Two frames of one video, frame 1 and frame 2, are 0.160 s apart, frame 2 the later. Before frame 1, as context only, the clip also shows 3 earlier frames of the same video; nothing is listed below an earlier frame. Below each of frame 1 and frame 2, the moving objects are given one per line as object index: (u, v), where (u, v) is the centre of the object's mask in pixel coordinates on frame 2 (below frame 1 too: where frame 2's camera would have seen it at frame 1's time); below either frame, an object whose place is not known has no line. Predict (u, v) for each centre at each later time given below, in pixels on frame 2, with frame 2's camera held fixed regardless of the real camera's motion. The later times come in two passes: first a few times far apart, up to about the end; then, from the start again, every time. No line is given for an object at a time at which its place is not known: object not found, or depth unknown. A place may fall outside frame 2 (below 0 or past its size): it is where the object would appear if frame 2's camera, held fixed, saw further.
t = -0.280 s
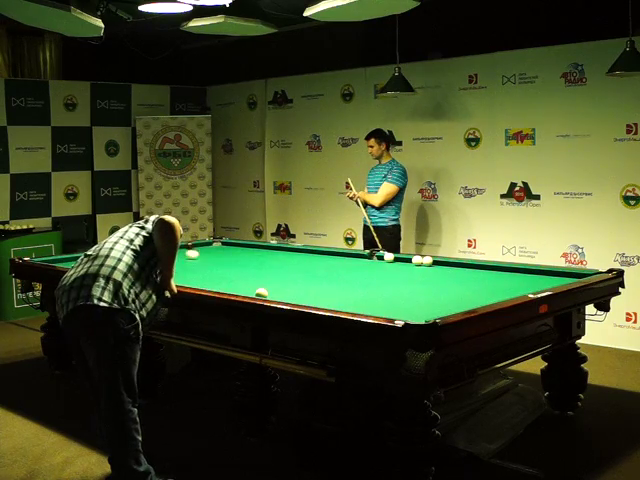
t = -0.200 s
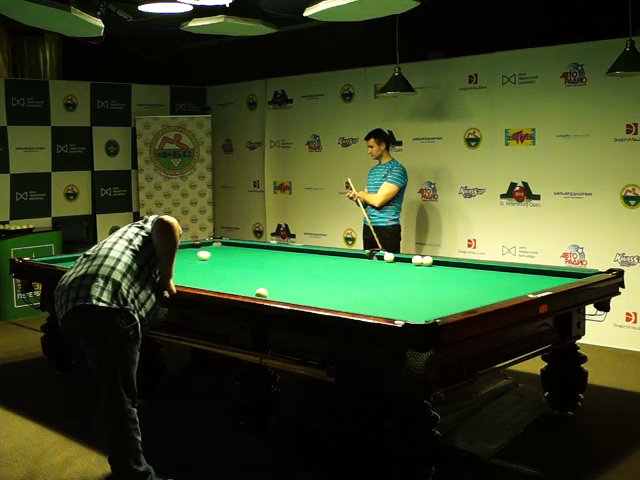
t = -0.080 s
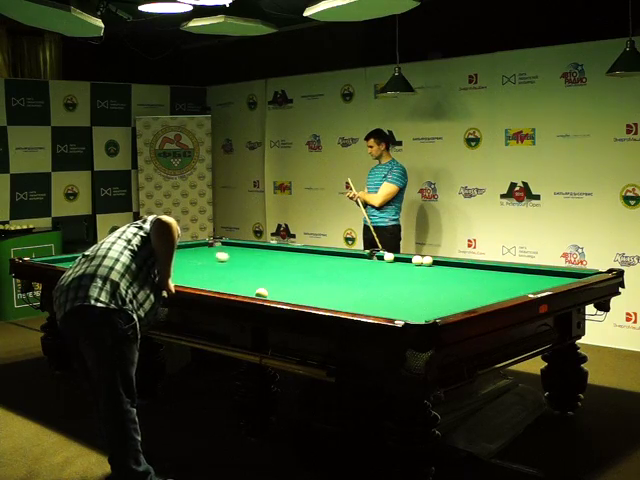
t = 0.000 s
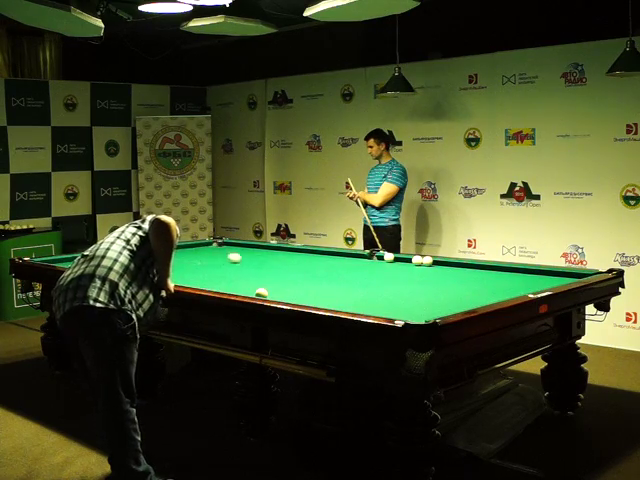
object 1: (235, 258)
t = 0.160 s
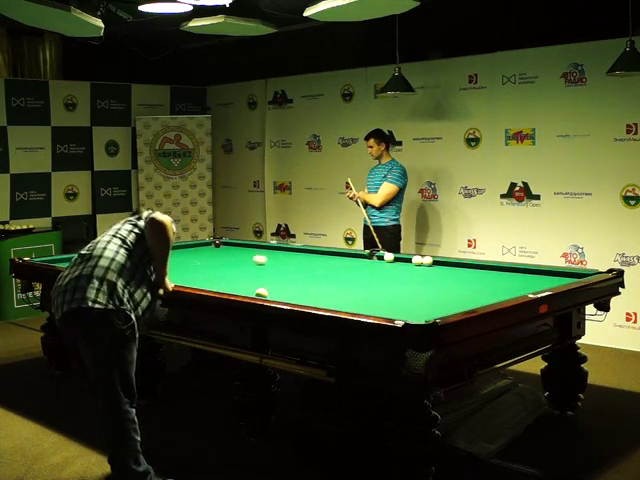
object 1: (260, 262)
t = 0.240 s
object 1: (273, 261)
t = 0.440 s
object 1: (307, 263)
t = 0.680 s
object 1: (351, 267)
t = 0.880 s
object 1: (389, 269)
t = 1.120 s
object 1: (438, 273)
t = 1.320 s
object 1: (482, 277)
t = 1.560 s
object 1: (537, 281)
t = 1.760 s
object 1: (542, 281)
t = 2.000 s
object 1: (512, 277)
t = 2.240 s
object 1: (485, 275)
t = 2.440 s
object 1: (465, 272)
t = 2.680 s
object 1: (442, 270)
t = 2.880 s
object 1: (423, 267)
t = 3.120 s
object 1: (402, 265)
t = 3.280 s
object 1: (390, 264)
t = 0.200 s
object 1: (266, 260)
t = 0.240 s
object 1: (273, 261)
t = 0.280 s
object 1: (280, 261)
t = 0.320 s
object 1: (287, 262)
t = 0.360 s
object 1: (293, 262)
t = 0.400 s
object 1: (300, 262)
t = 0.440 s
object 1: (307, 263)
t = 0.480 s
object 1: (314, 263)
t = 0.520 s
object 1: (321, 264)
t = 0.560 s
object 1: (328, 265)
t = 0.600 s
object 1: (336, 265)
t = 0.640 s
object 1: (343, 266)
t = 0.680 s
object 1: (351, 267)
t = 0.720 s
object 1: (359, 267)
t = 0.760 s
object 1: (366, 268)
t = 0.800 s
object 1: (373, 268)
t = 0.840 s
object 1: (381, 269)
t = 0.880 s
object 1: (389, 269)
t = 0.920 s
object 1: (397, 270)
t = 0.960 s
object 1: (405, 271)
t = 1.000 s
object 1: (413, 271)
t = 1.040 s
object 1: (422, 272)
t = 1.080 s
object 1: (430, 273)
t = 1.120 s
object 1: (438, 273)
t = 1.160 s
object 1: (447, 274)
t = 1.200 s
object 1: (455, 275)
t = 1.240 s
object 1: (464, 275)
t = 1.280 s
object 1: (473, 276)
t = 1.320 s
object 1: (482, 277)
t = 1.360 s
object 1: (491, 278)
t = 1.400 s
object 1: (500, 278)
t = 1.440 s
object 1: (509, 279)
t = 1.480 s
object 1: (518, 279)
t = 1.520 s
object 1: (528, 280)
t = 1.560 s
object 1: (537, 281)
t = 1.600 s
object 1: (546, 281)
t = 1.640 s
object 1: (555, 281)
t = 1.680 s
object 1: (555, 281)
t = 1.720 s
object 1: (549, 281)
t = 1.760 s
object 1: (542, 281)
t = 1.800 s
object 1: (536, 280)
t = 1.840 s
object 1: (531, 279)
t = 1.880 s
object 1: (527, 279)
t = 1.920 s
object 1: (522, 279)
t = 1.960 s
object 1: (517, 278)
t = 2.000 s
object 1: (512, 277)
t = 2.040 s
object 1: (508, 277)
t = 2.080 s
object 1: (503, 276)
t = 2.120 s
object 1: (499, 276)
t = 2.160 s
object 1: (494, 275)
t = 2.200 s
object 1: (490, 275)
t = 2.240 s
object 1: (485, 275)
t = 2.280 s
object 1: (481, 274)
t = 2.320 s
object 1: (477, 274)
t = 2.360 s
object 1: (473, 273)
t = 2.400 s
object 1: (469, 273)
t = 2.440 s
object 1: (465, 272)
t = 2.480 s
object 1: (461, 272)
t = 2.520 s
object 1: (457, 272)
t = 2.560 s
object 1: (453, 271)
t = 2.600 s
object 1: (449, 270)
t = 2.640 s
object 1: (445, 270)
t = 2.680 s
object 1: (442, 270)
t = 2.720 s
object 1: (437, 269)
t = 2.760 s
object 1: (434, 269)
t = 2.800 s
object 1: (430, 268)
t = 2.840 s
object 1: (426, 268)
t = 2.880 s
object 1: (423, 267)
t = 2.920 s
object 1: (420, 267)
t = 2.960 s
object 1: (416, 267)
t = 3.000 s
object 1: (413, 266)
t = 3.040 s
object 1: (409, 266)
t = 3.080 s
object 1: (406, 266)
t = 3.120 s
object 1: (402, 265)
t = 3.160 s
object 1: (399, 265)
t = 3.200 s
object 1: (396, 265)
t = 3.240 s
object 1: (393, 264)
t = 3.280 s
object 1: (390, 264)
